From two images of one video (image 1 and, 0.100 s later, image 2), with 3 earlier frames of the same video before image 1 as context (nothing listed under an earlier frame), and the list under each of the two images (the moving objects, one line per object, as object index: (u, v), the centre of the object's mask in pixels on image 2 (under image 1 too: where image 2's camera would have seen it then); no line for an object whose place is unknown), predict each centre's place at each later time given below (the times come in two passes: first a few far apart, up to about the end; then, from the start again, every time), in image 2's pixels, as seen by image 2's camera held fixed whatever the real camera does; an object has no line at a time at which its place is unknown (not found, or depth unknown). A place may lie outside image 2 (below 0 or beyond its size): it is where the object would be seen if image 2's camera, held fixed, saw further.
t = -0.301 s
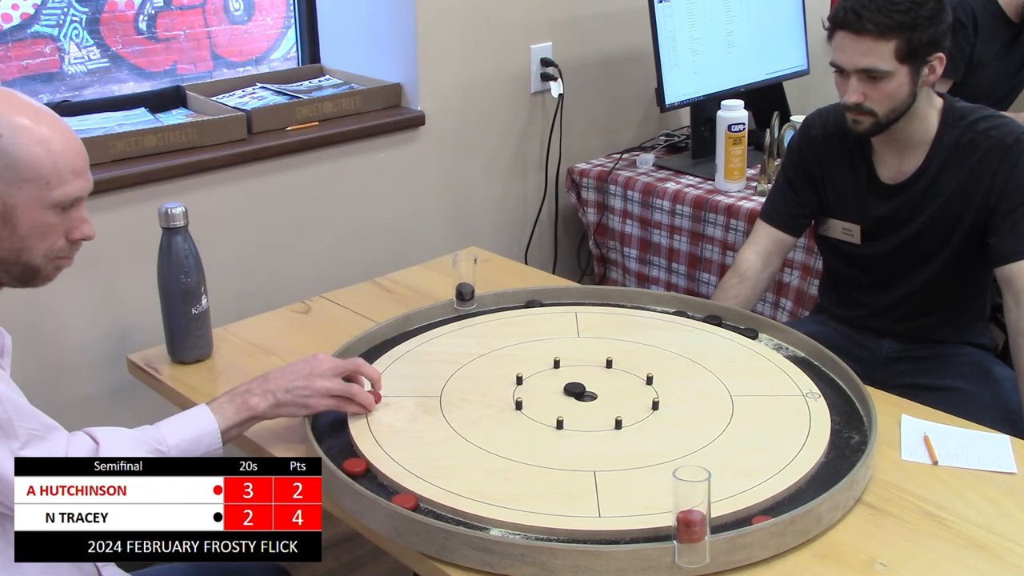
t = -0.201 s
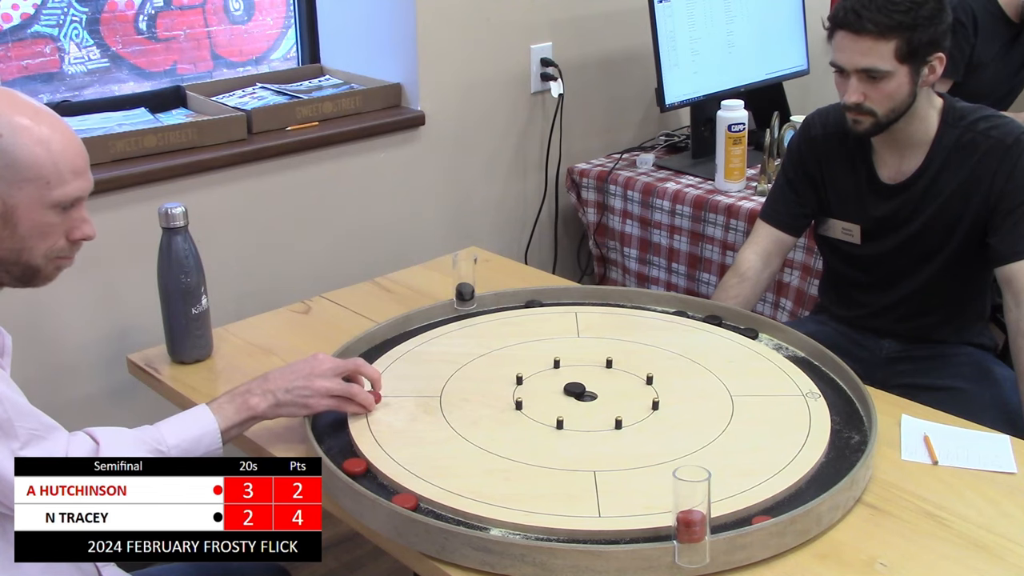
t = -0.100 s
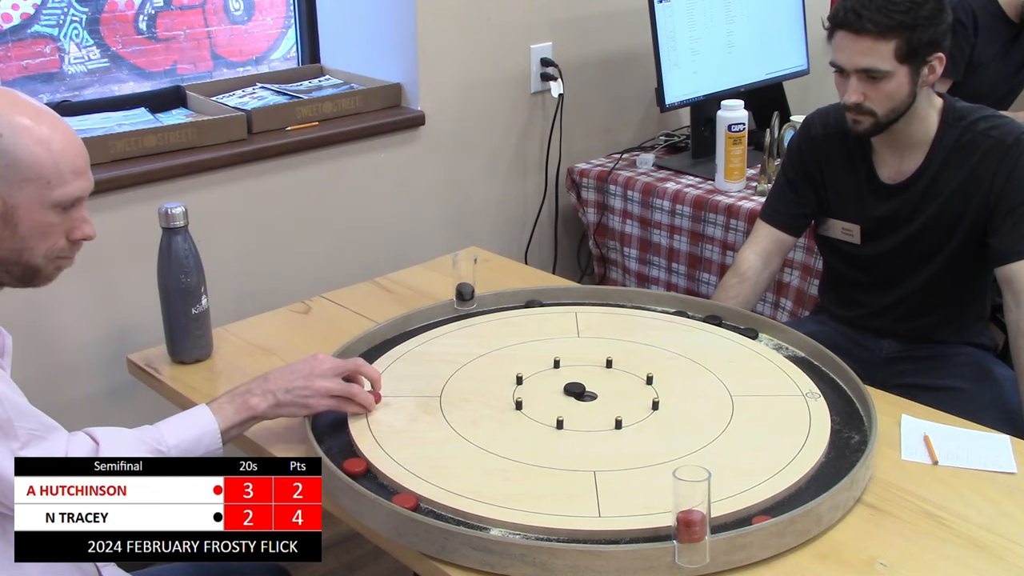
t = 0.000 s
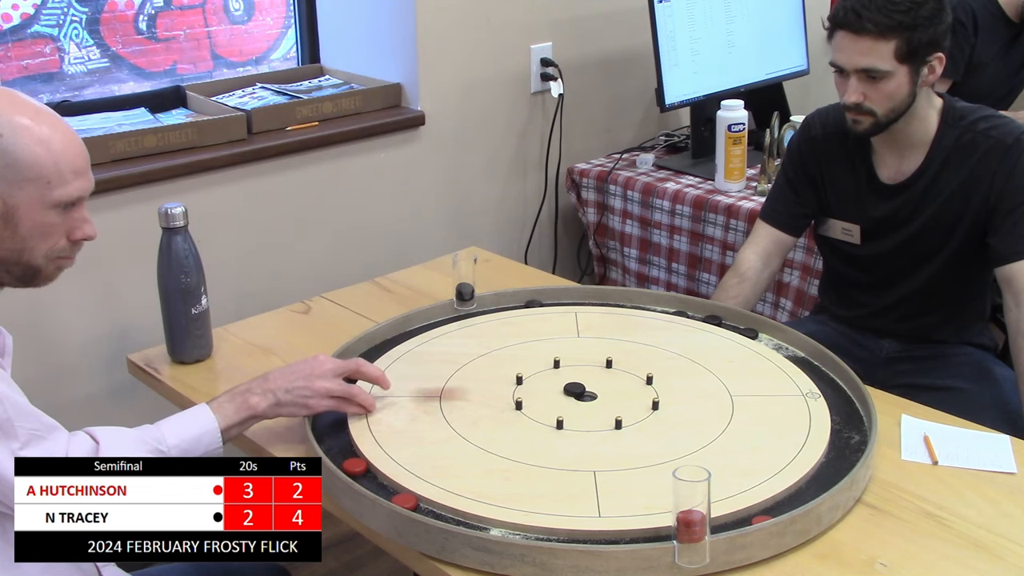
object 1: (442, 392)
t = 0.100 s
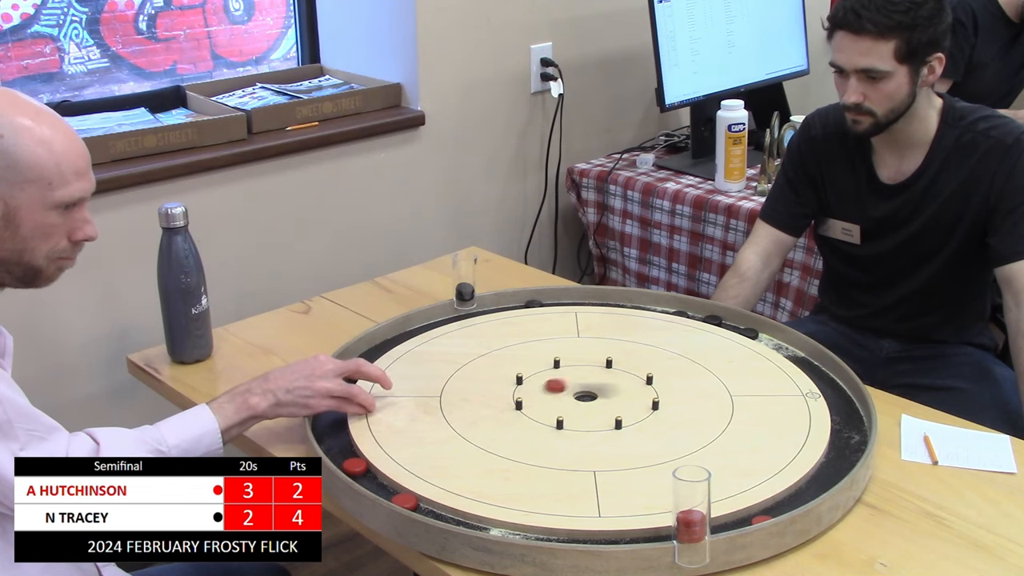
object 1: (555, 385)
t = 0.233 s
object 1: (575, 372)
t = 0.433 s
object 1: (588, 363)
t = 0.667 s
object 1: (589, 361)
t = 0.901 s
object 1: (589, 361)
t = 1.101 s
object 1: (589, 361)
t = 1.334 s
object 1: (589, 361)
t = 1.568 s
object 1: (589, 361)
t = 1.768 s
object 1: (589, 361)
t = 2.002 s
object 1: (589, 361)
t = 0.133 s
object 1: (561, 382)
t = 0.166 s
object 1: (566, 378)
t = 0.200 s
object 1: (571, 375)
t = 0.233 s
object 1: (575, 372)
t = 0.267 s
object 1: (579, 370)
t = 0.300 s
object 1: (582, 367)
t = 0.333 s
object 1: (584, 366)
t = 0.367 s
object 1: (586, 365)
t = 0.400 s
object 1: (587, 363)
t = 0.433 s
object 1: (588, 363)
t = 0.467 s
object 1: (588, 362)
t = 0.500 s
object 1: (588, 362)
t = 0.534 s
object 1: (589, 361)
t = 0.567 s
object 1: (589, 361)
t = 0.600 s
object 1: (589, 361)
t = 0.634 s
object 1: (589, 361)
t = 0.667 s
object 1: (589, 361)
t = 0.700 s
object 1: (589, 361)
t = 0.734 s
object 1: (589, 361)
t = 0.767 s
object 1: (589, 361)
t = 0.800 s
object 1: (589, 361)
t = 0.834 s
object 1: (589, 361)
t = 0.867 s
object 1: (589, 361)
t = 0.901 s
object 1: (589, 361)
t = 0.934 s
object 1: (589, 361)
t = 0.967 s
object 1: (589, 361)
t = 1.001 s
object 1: (589, 361)
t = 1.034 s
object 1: (589, 361)
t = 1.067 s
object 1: (589, 361)
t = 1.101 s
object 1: (589, 361)
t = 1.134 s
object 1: (589, 361)
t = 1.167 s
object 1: (589, 361)
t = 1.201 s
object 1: (589, 361)
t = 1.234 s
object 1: (589, 361)
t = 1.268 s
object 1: (589, 361)
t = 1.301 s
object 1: (589, 361)
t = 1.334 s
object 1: (589, 361)
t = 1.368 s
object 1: (589, 361)
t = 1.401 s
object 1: (589, 361)
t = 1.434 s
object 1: (589, 361)
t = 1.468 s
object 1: (589, 361)
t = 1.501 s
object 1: (589, 361)
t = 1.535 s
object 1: (589, 361)
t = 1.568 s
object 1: (589, 361)
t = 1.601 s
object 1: (589, 361)
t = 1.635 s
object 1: (589, 361)
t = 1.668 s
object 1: (589, 361)
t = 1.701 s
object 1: (589, 361)
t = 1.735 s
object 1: (589, 361)
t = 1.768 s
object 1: (589, 361)
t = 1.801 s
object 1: (589, 361)
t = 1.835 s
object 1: (589, 361)
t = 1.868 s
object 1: (589, 361)
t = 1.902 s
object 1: (589, 361)
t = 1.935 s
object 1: (589, 361)
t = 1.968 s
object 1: (589, 361)
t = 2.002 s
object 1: (589, 361)
